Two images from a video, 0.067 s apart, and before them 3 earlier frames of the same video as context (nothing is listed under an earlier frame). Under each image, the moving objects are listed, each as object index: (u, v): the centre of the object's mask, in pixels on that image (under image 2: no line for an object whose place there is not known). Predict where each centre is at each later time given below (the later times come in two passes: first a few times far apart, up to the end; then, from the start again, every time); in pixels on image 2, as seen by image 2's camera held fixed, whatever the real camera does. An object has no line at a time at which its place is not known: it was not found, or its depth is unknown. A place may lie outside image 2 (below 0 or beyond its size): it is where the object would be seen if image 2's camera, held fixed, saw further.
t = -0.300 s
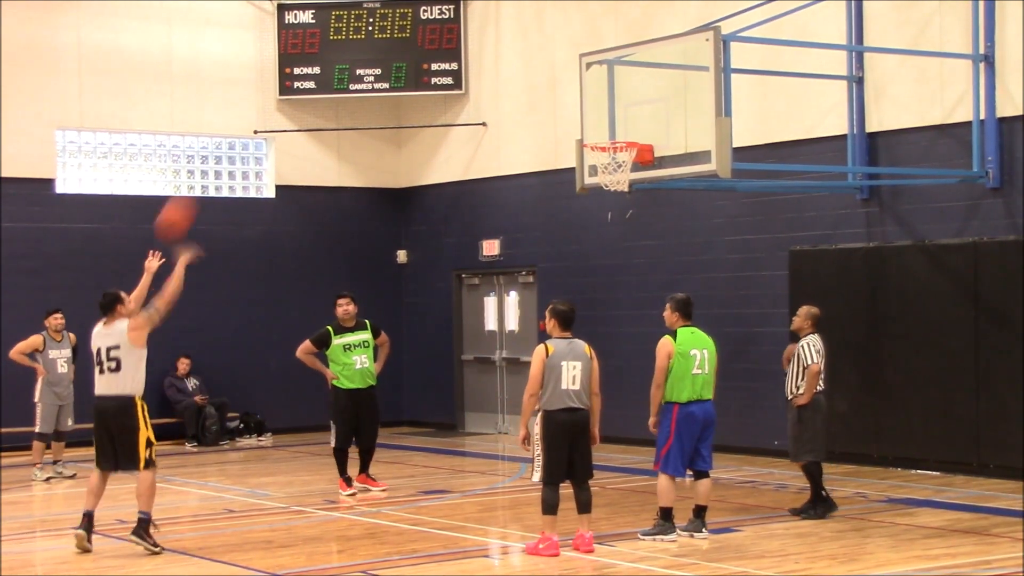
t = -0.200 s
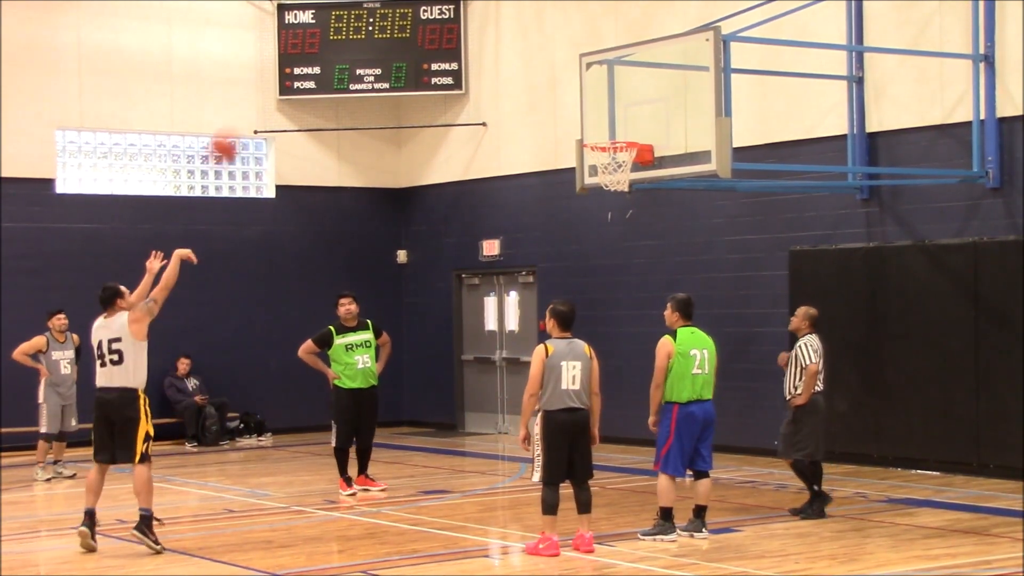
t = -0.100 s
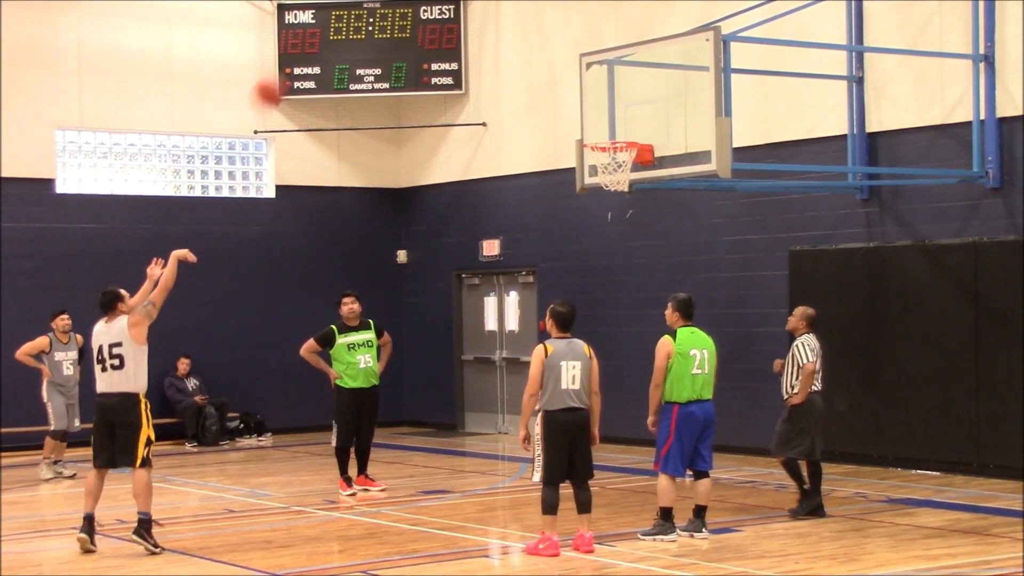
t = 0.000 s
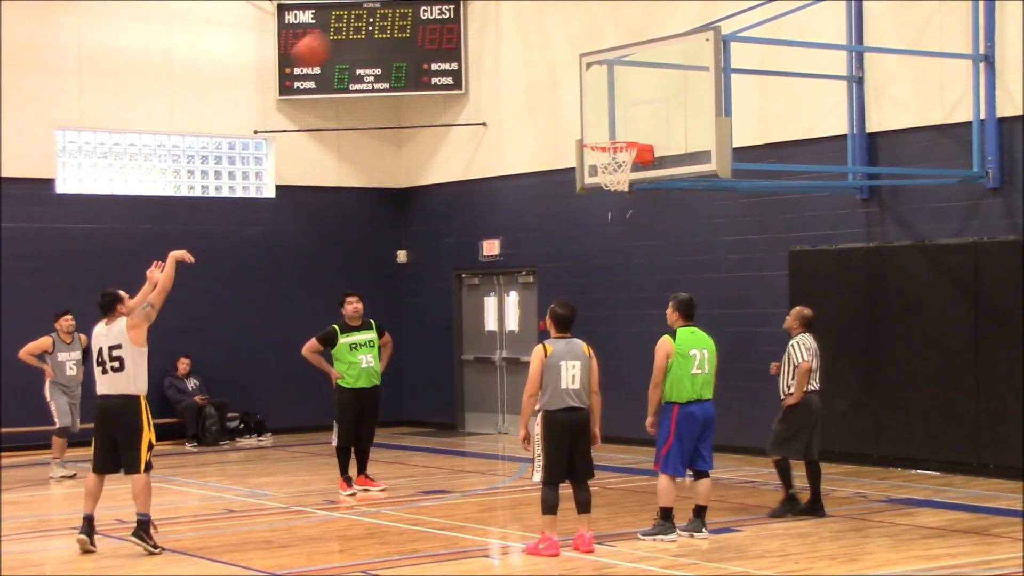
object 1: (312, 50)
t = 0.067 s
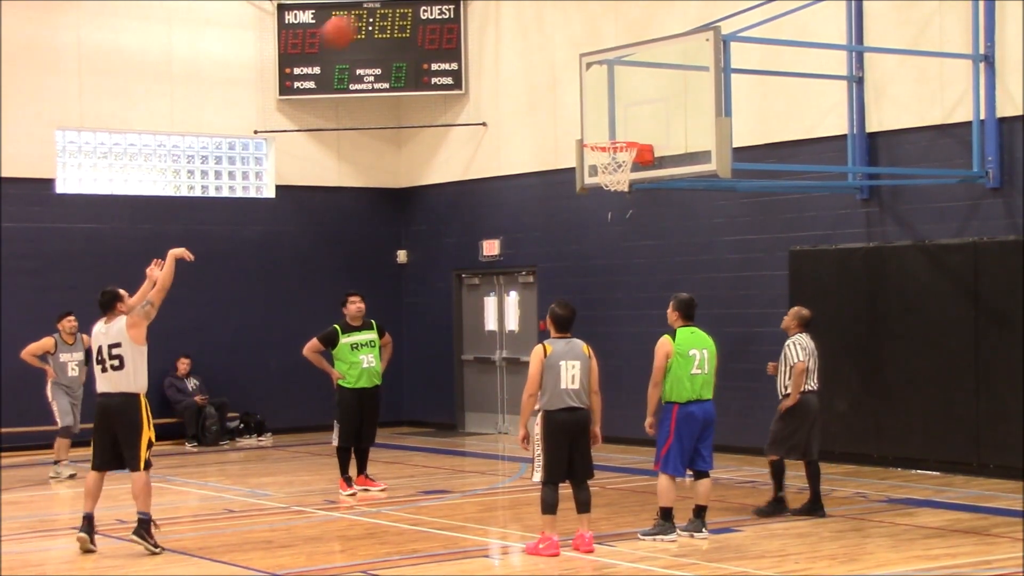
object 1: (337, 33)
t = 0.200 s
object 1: (395, 11)
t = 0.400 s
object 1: (472, 16)
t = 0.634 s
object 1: (559, 82)
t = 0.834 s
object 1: (625, 168)
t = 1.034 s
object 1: (621, 186)
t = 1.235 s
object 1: (612, 237)
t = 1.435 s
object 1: (604, 338)
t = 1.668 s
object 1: (595, 472)
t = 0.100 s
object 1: (353, 23)
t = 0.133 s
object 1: (368, 17)
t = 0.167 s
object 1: (381, 12)
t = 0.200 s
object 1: (395, 11)
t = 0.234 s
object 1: (407, 10)
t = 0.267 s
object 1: (420, 9)
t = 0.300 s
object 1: (434, 10)
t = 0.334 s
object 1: (448, 11)
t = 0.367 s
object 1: (460, 12)
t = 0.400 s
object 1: (472, 16)
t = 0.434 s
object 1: (485, 22)
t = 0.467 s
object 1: (498, 29)
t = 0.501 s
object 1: (510, 37)
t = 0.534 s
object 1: (523, 47)
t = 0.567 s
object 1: (535, 57)
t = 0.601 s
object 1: (548, 69)
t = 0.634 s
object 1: (559, 82)
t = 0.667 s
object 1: (572, 97)
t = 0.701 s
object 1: (583, 111)
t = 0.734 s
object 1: (595, 127)
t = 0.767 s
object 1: (607, 143)
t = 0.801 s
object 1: (617, 158)
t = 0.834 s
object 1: (625, 168)
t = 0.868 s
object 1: (627, 169)
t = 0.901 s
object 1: (624, 177)
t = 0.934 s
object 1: (624, 174)
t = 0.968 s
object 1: (625, 179)
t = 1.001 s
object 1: (623, 182)
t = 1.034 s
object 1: (621, 186)
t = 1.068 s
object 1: (620, 191)
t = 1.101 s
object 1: (617, 197)
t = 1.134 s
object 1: (615, 204)
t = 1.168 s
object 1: (614, 213)
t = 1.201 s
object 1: (613, 225)
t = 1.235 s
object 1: (612, 237)
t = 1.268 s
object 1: (610, 251)
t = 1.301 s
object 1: (609, 266)
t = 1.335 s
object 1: (608, 282)
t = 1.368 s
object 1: (607, 299)
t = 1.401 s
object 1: (606, 318)
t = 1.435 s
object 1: (604, 338)
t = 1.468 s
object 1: (604, 360)
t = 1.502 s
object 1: (602, 382)
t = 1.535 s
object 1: (602, 405)
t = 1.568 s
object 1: (601, 426)
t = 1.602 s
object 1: (601, 452)
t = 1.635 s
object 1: (599, 484)
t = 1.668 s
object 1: (595, 472)
